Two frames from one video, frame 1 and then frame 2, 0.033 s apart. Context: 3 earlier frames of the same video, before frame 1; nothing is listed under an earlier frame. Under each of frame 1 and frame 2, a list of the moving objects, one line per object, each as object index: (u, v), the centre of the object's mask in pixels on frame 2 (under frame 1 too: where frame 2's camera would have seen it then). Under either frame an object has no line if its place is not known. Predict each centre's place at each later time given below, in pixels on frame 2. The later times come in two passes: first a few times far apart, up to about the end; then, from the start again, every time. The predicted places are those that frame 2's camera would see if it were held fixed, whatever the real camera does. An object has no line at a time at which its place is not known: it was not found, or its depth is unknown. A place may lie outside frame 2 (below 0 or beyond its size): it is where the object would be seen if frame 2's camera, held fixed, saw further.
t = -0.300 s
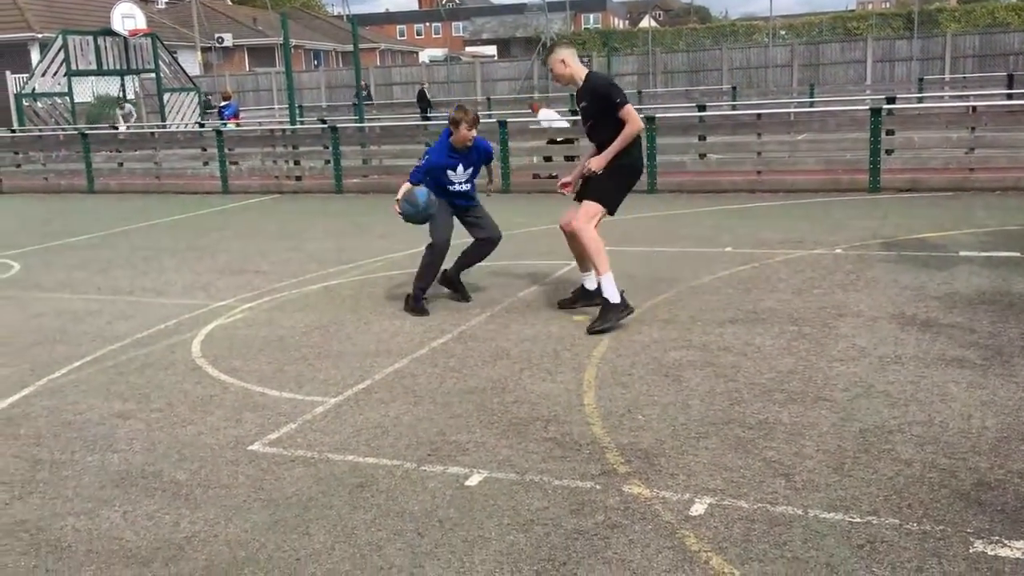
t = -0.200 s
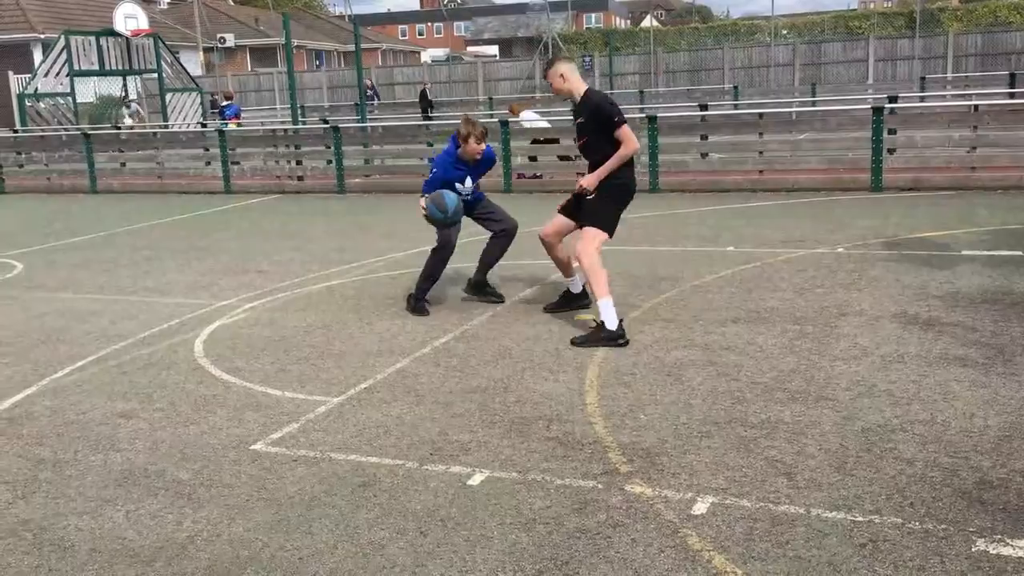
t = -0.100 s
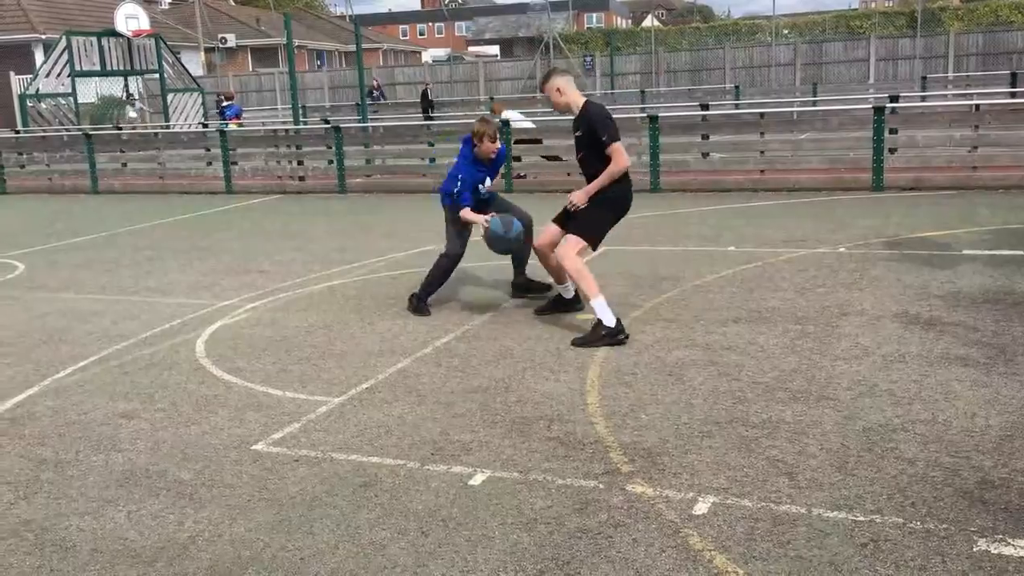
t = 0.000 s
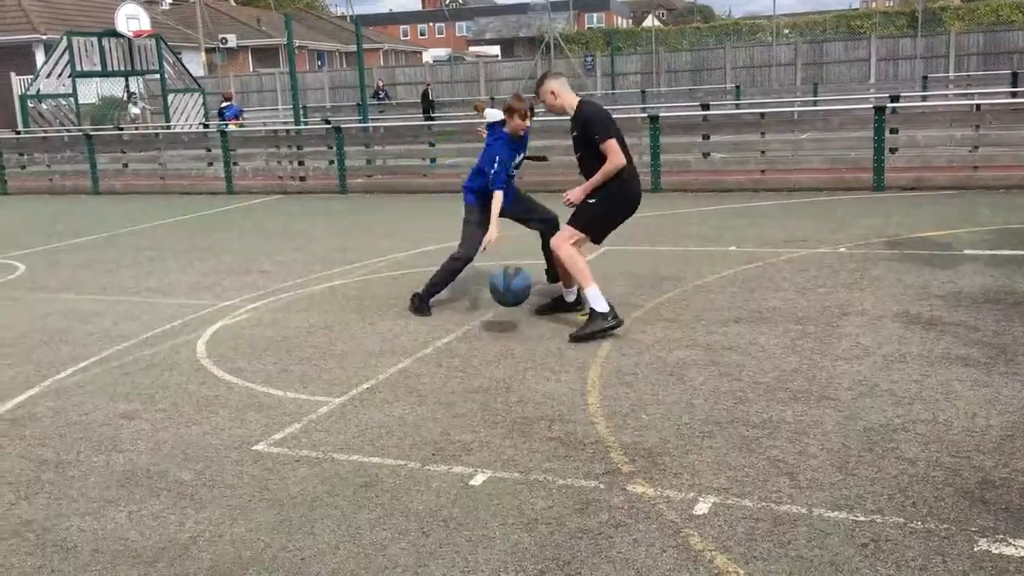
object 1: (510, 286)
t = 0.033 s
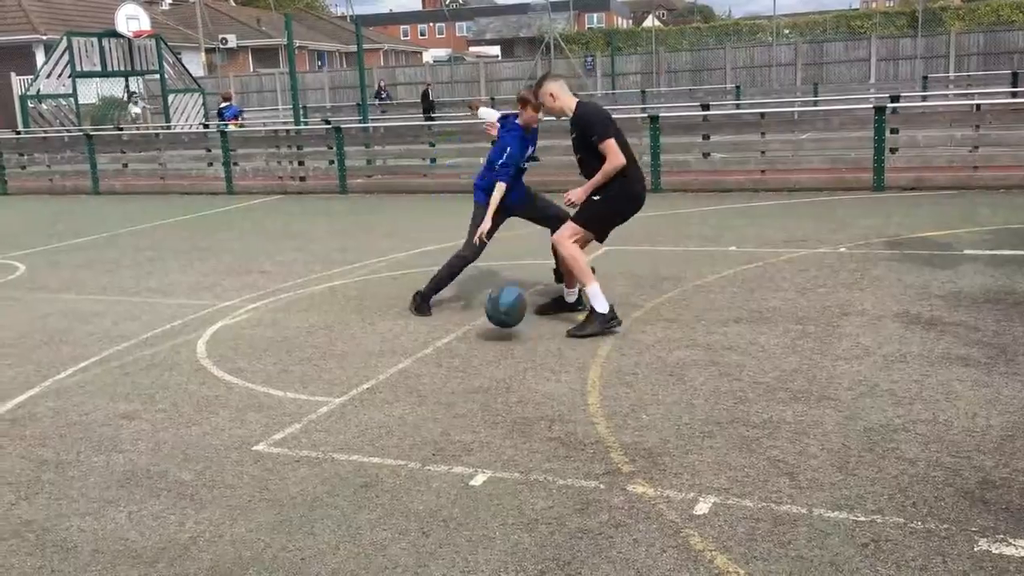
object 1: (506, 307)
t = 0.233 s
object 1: (455, 277)
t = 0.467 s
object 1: (387, 285)
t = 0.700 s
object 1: (315, 384)
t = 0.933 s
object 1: (219, 341)
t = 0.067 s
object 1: (500, 328)
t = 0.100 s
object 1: (491, 315)
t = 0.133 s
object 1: (483, 303)
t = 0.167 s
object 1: (474, 293)
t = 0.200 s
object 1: (464, 285)
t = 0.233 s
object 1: (455, 277)
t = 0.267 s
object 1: (445, 273)
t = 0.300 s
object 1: (436, 269)
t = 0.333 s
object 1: (426, 268)
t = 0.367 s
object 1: (416, 269)
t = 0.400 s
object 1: (406, 272)
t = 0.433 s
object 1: (397, 277)
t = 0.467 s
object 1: (387, 285)
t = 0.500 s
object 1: (377, 294)
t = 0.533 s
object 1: (367, 307)
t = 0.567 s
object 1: (358, 322)
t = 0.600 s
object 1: (347, 338)
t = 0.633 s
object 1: (337, 358)
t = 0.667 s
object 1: (328, 381)
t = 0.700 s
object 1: (315, 384)
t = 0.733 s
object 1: (302, 372)
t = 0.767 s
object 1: (289, 362)
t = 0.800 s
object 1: (275, 352)
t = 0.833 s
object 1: (262, 346)
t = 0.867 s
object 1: (248, 342)
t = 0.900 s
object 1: (233, 341)
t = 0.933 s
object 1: (219, 341)
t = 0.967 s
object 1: (204, 344)
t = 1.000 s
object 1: (189, 350)
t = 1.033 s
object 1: (174, 359)
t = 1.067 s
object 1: (160, 370)
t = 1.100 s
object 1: (145, 385)
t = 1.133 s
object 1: (130, 403)
